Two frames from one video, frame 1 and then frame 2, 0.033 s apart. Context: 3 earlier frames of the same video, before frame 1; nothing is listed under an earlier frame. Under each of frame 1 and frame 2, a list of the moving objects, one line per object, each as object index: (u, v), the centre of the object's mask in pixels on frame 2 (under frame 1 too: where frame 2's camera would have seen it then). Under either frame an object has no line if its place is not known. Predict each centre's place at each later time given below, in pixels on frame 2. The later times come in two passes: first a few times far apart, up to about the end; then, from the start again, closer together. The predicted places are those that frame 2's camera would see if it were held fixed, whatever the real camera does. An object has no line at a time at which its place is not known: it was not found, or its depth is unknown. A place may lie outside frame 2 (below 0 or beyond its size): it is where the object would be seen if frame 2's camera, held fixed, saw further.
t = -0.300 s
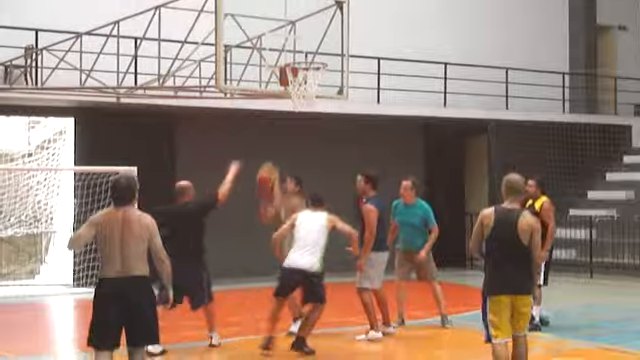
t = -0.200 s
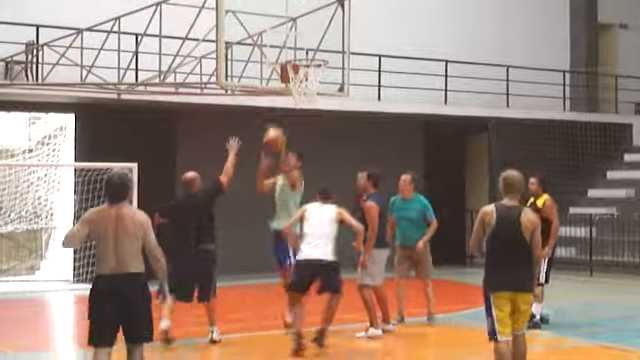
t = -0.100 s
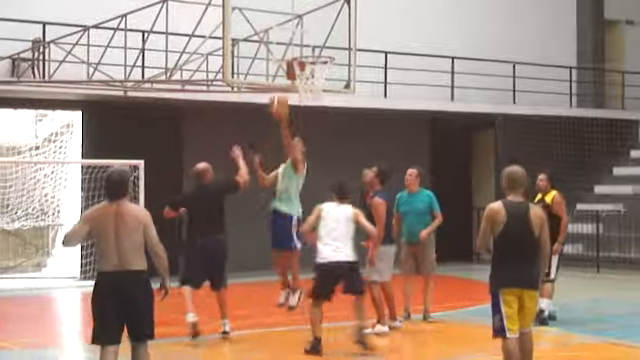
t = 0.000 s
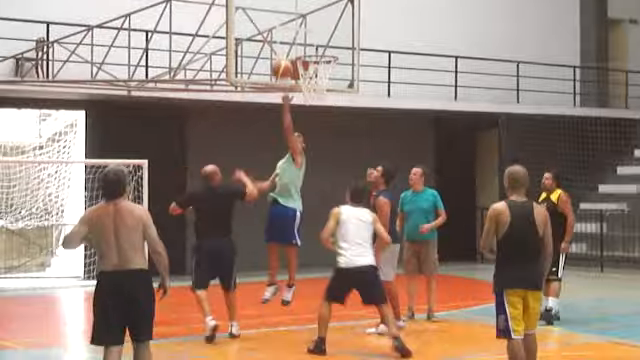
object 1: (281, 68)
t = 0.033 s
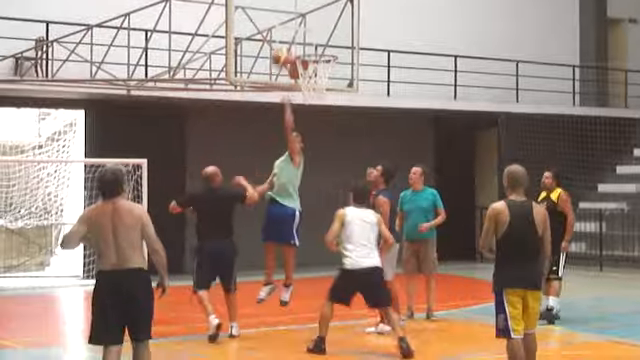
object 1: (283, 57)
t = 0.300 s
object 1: (286, 4)
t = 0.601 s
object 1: (297, 37)
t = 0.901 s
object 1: (323, 27)
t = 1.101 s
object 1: (341, 50)
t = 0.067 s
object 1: (282, 47)
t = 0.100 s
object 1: (283, 37)
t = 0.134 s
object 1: (283, 29)
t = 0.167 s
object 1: (283, 22)
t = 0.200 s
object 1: (284, 15)
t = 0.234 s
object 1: (285, 9)
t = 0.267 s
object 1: (286, 6)
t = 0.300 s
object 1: (286, 4)
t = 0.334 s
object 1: (286, 3)
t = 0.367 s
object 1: (288, 2)
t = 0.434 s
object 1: (290, 7)
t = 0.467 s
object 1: (291, 11)
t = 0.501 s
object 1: (293, 16)
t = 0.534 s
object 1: (294, 22)
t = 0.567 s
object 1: (295, 29)
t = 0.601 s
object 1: (297, 37)
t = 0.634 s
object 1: (299, 47)
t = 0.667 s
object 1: (301, 44)
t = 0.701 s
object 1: (304, 39)
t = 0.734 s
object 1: (307, 34)
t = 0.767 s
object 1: (311, 32)
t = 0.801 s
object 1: (314, 29)
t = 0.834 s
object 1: (316, 28)
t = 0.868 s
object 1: (319, 27)
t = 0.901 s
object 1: (323, 27)
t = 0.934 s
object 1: (326, 29)
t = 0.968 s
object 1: (329, 32)
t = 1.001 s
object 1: (333, 35)
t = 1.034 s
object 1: (336, 40)
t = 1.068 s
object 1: (339, 46)
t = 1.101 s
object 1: (341, 50)
